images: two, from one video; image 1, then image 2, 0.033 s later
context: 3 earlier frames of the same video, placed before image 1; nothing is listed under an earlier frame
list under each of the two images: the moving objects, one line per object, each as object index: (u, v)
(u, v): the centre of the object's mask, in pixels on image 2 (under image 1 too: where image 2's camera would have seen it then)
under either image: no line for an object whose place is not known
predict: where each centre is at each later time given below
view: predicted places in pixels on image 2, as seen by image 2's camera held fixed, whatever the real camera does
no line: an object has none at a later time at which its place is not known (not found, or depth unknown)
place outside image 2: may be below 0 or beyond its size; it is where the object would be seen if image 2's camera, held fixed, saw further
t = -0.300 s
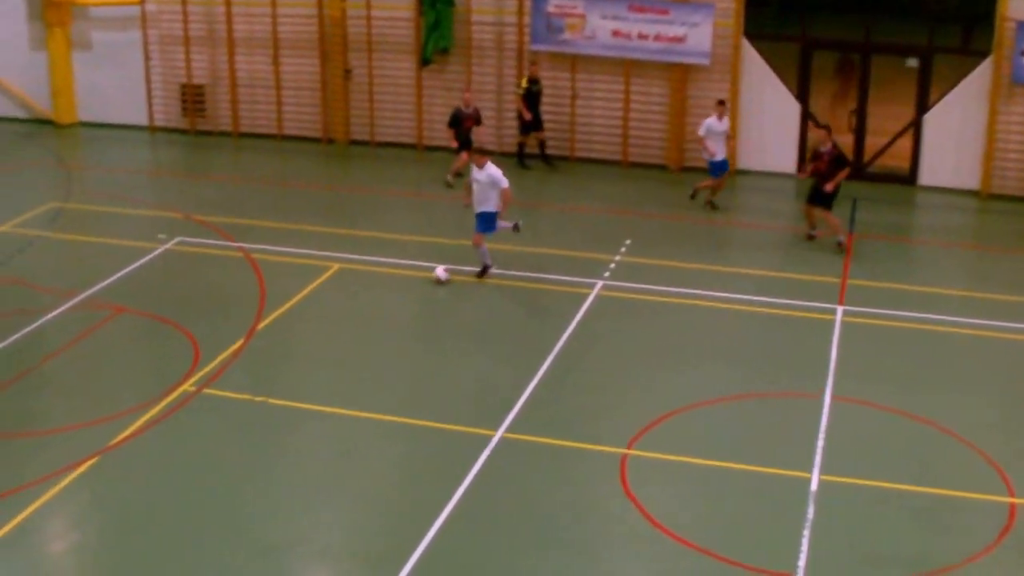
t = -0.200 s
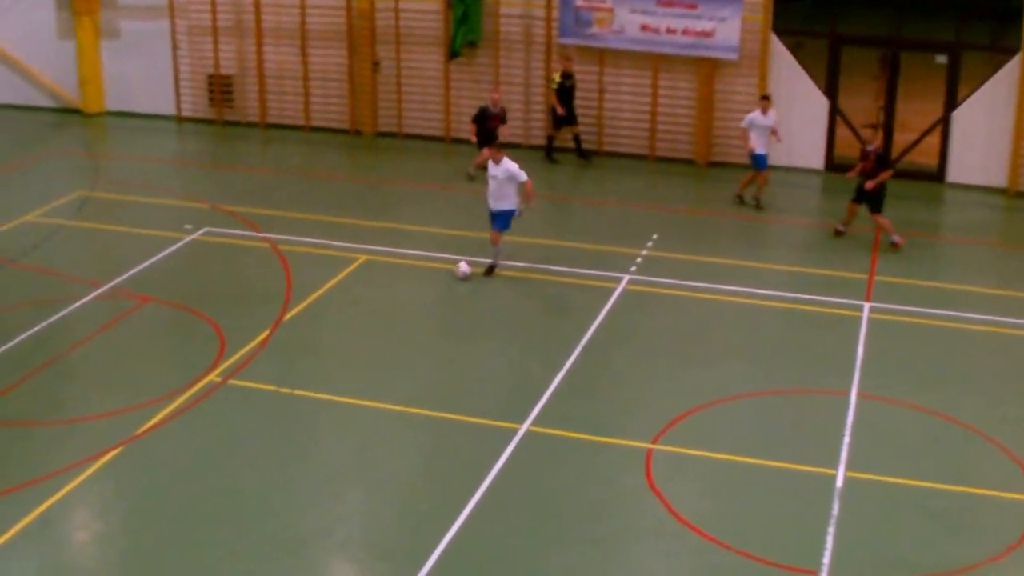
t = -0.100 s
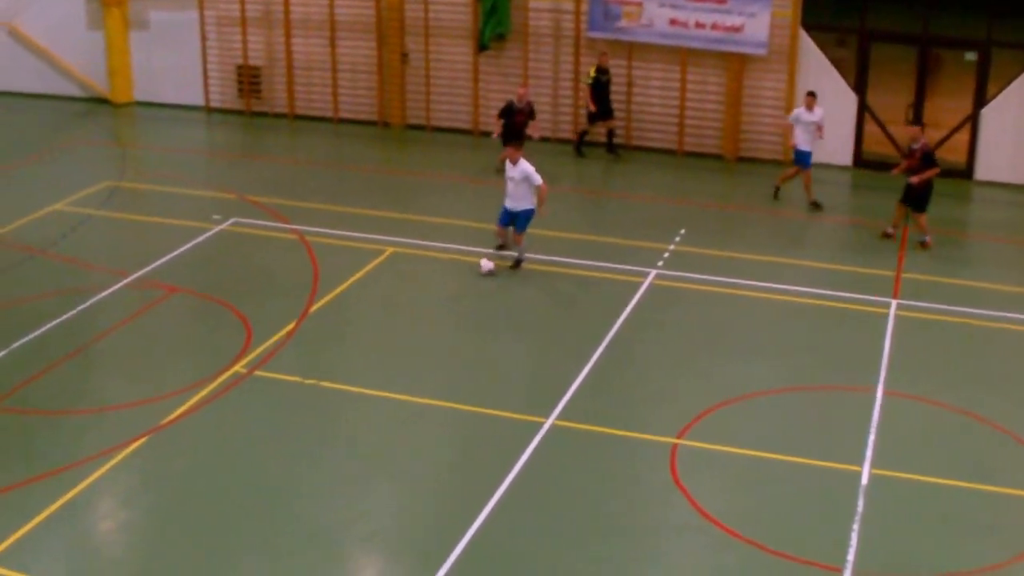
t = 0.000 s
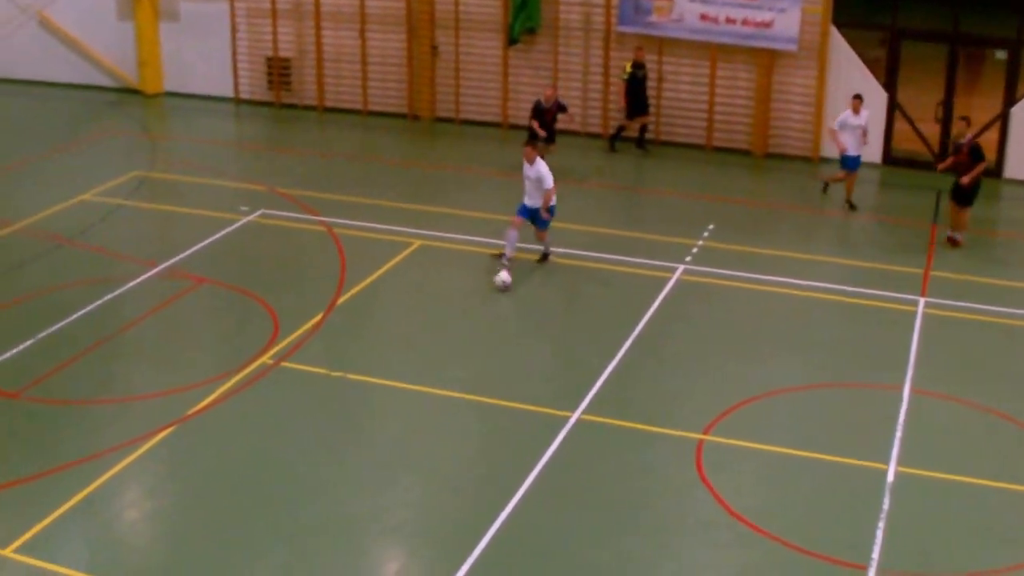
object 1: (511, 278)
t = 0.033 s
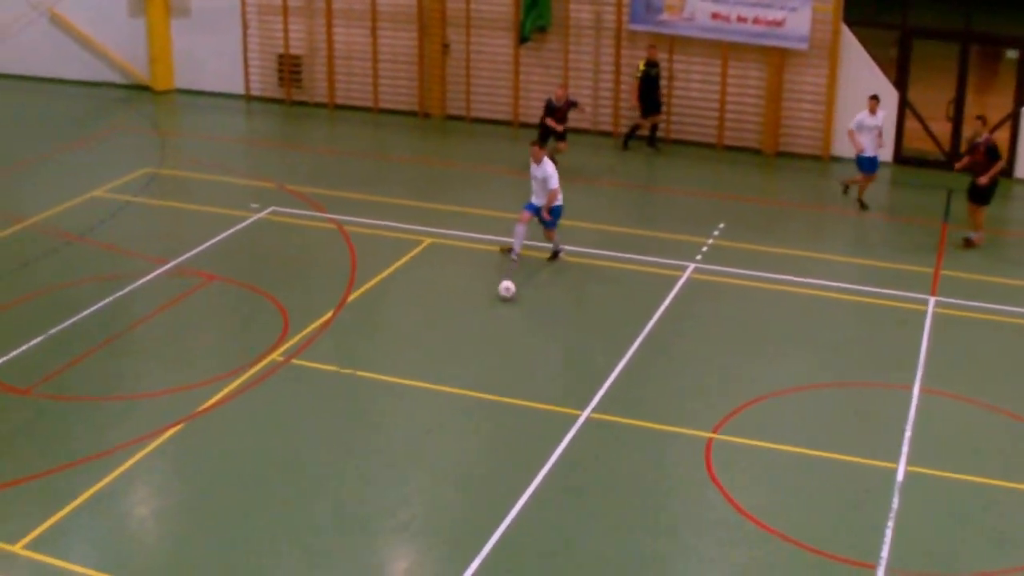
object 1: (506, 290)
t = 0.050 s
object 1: (504, 296)
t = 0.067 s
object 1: (501, 304)
